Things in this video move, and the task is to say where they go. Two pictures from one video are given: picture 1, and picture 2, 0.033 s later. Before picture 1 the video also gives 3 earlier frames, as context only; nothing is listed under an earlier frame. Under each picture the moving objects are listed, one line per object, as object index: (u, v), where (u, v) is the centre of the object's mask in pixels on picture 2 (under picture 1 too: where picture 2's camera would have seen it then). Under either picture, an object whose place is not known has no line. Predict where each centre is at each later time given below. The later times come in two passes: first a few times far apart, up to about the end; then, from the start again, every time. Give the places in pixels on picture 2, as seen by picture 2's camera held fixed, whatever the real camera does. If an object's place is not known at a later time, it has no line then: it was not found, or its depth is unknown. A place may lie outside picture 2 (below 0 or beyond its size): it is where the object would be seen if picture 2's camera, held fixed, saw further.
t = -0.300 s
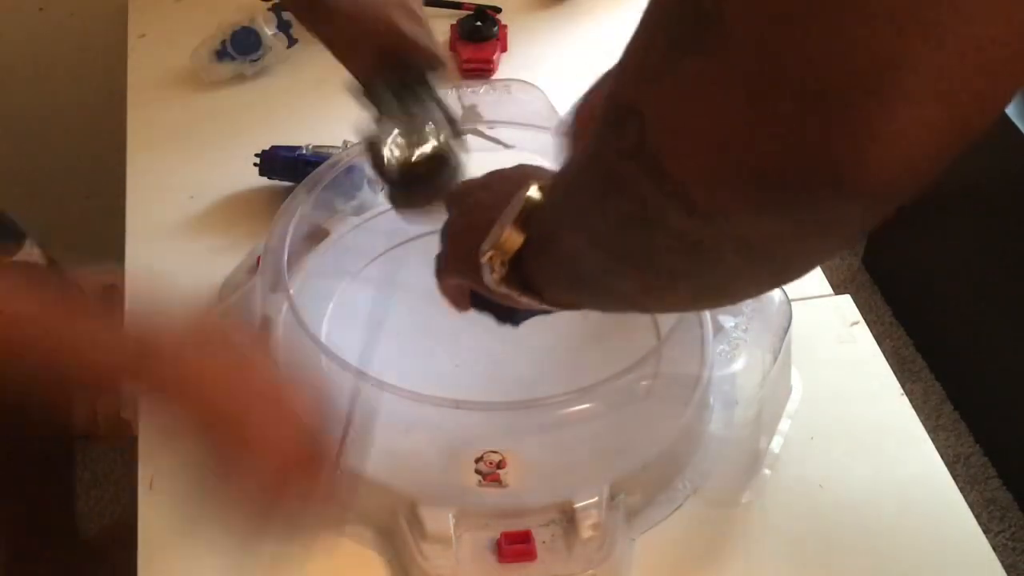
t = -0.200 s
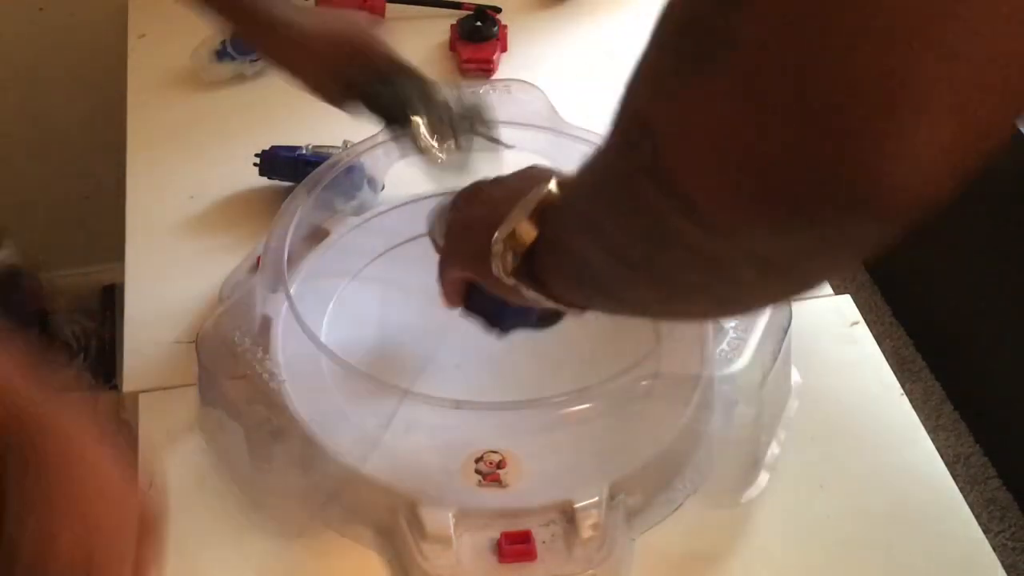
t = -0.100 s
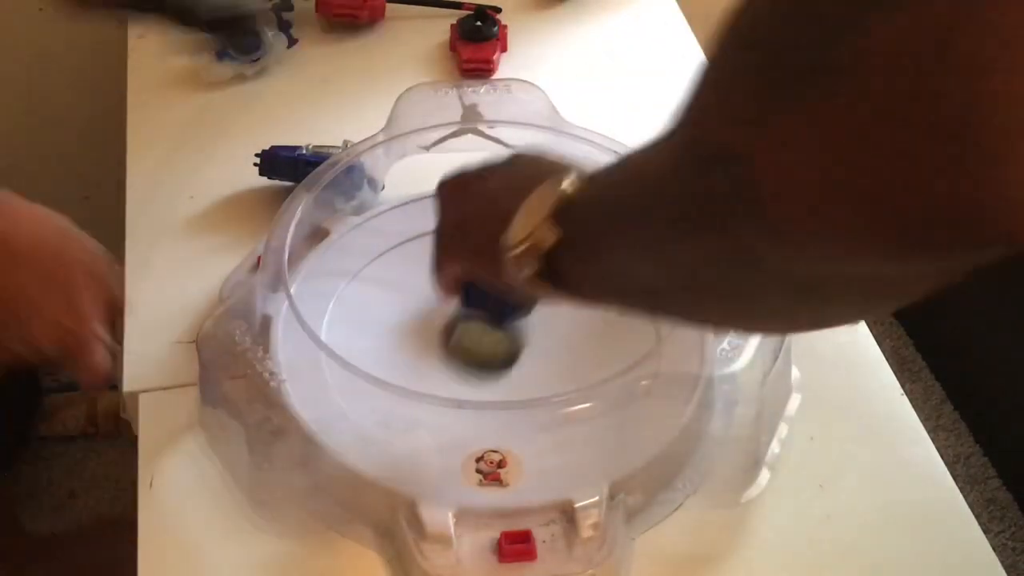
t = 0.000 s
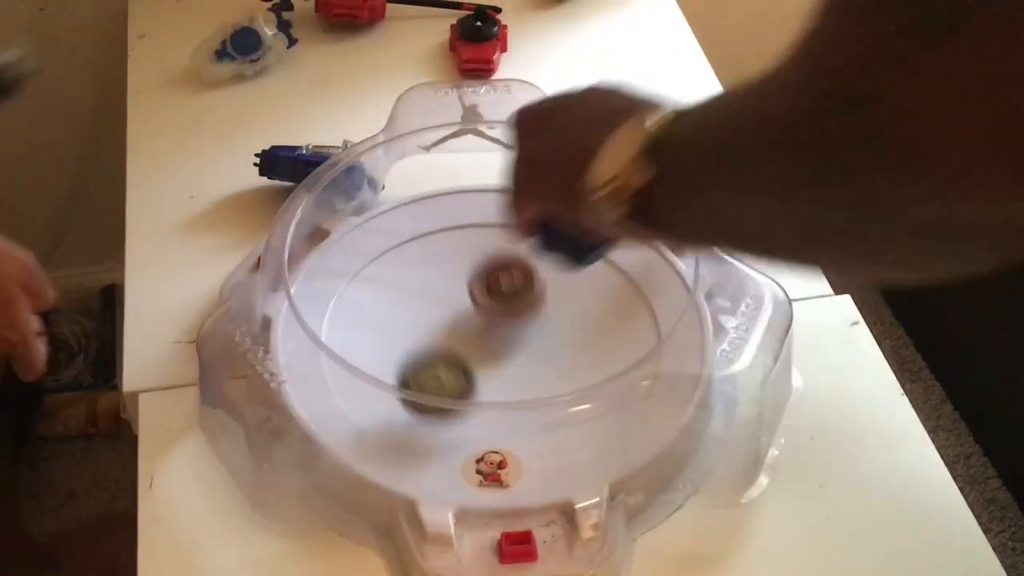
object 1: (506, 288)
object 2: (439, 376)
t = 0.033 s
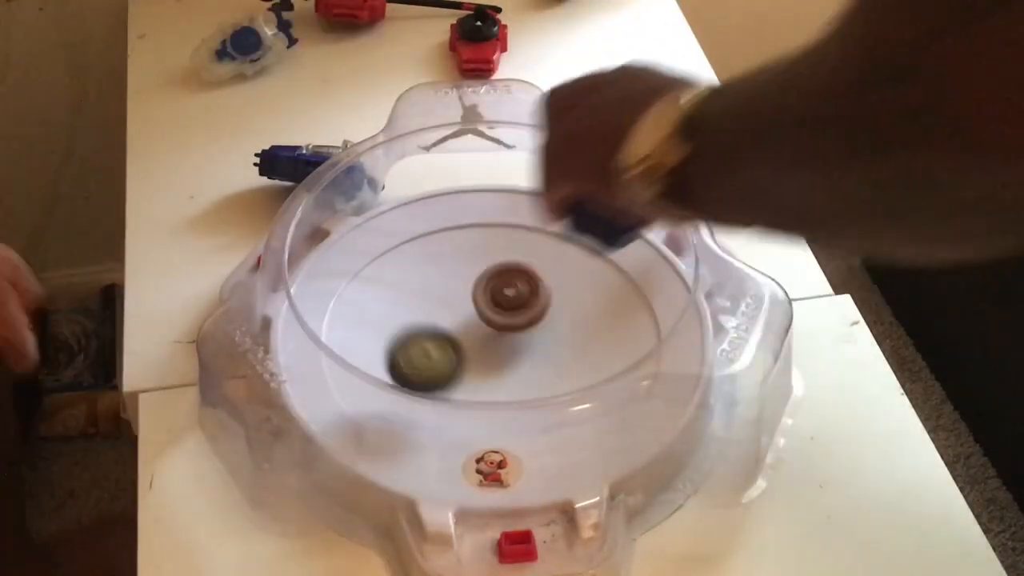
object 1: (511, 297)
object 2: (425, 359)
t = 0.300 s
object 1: (595, 341)
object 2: (413, 273)
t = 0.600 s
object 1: (588, 269)
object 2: (504, 284)
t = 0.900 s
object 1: (540, 324)
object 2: (336, 343)
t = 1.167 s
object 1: (638, 359)
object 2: (408, 333)
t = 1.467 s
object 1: (591, 271)
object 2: (493, 343)
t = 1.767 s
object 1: (507, 310)
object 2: (413, 398)
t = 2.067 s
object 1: (525, 318)
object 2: (361, 394)
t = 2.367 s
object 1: (619, 317)
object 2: (387, 292)
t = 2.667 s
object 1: (564, 272)
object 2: (494, 301)
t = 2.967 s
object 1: (530, 298)
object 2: (447, 375)
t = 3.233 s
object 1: (529, 320)
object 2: (429, 396)
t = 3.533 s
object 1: (543, 330)
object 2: (467, 361)
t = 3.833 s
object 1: (560, 312)
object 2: (460, 340)
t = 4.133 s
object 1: (568, 305)
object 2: (398, 338)
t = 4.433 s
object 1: (549, 319)
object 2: (423, 327)
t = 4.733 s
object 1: (614, 299)
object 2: (375, 304)
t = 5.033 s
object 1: (586, 319)
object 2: (379, 323)
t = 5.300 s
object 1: (570, 335)
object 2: (358, 331)
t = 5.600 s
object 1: (529, 370)
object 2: (437, 342)
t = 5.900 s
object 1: (571, 361)
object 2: (444, 343)
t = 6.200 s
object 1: (565, 336)
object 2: (470, 344)
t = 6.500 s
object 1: (570, 320)
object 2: (447, 333)
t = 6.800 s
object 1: (545, 325)
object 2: (443, 321)
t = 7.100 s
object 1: (540, 339)
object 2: (429, 309)
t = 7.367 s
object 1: (549, 339)
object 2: (410, 311)
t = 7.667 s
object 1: (531, 337)
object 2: (425, 324)
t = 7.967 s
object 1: (529, 339)
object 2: (448, 340)
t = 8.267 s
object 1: (541, 333)
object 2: (460, 346)
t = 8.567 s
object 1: (550, 325)
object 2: (465, 340)
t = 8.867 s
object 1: (545, 324)
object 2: (452, 327)
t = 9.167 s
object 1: (533, 331)
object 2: (454, 321)
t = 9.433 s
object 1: (536, 339)
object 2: (439, 320)
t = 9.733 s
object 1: (531, 337)
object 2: (436, 330)
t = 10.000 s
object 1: (536, 334)
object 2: (432, 339)
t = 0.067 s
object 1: (515, 306)
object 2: (414, 347)
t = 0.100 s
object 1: (521, 319)
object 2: (405, 345)
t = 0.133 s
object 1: (528, 329)
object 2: (398, 350)
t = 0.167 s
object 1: (538, 336)
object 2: (397, 323)
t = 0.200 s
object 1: (549, 341)
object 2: (399, 305)
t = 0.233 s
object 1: (563, 343)
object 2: (400, 298)
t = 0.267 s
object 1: (579, 344)
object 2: (405, 288)
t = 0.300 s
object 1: (595, 341)
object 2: (413, 273)
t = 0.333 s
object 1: (611, 336)
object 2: (422, 268)
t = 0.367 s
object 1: (626, 325)
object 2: (431, 265)
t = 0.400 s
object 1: (637, 314)
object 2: (444, 258)
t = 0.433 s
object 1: (644, 303)
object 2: (455, 260)
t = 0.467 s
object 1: (644, 293)
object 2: (467, 262)
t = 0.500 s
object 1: (630, 285)
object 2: (479, 264)
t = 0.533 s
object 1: (616, 278)
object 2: (490, 272)
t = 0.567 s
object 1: (600, 272)
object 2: (501, 277)
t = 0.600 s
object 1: (588, 269)
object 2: (504, 284)
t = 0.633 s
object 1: (606, 262)
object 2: (471, 295)
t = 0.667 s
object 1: (619, 258)
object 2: (441, 304)
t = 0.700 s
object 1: (614, 263)
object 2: (412, 317)
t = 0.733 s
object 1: (605, 271)
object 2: (391, 322)
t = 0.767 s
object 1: (593, 281)
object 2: (370, 331)
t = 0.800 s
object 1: (578, 291)
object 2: (358, 334)
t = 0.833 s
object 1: (564, 302)
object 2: (351, 333)
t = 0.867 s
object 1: (550, 313)
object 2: (338, 342)
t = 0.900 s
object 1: (540, 324)
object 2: (336, 343)
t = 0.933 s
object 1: (537, 336)
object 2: (337, 342)
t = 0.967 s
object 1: (540, 349)
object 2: (340, 342)
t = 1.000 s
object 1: (550, 363)
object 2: (351, 335)
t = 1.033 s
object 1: (568, 375)
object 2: (358, 336)
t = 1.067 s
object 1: (591, 381)
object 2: (367, 337)
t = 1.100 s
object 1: (617, 381)
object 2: (378, 337)
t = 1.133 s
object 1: (636, 374)
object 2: (391, 335)
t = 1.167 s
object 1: (638, 359)
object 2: (408, 333)
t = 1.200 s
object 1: (641, 351)
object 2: (424, 331)
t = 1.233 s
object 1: (637, 336)
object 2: (442, 330)
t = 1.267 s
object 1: (631, 328)
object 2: (460, 327)
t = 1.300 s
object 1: (625, 321)
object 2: (477, 326)
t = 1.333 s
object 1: (613, 312)
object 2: (492, 326)
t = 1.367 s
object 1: (599, 304)
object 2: (506, 325)
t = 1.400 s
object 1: (586, 297)
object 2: (516, 328)
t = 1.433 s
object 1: (589, 282)
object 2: (503, 335)
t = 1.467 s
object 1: (591, 271)
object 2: (493, 343)
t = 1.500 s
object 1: (587, 264)
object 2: (480, 354)
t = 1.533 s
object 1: (579, 262)
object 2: (472, 355)
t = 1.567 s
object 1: (568, 264)
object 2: (463, 363)
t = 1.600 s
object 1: (553, 270)
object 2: (457, 367)
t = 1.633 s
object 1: (535, 281)
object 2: (453, 365)
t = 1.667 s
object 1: (516, 295)
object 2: (449, 368)
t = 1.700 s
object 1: (497, 314)
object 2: (448, 369)
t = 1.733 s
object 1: (498, 315)
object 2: (434, 383)
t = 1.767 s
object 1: (507, 310)
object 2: (413, 398)
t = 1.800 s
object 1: (516, 305)
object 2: (391, 418)
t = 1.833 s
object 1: (523, 302)
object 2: (378, 426)
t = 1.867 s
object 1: (528, 301)
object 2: (366, 437)
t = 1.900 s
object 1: (532, 301)
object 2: (357, 437)
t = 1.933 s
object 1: (534, 302)
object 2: (352, 426)
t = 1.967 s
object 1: (534, 304)
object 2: (348, 422)
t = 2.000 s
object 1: (532, 308)
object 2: (349, 411)
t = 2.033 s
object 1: (529, 313)
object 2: (354, 399)
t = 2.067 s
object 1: (525, 318)
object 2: (361, 394)
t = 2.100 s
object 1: (520, 324)
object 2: (374, 383)
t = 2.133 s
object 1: (515, 327)
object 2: (392, 364)
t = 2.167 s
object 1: (510, 332)
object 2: (406, 358)
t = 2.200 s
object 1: (507, 336)
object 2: (423, 348)
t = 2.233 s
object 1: (531, 336)
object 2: (412, 335)
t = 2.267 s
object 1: (559, 333)
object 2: (400, 320)
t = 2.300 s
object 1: (586, 329)
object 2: (390, 312)
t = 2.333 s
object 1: (605, 324)
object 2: (385, 302)
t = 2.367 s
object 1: (619, 317)
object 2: (387, 292)
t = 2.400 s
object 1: (629, 306)
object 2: (391, 289)
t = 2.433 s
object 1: (634, 294)
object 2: (399, 285)
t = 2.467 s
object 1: (634, 284)
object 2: (409, 283)
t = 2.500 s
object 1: (630, 276)
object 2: (422, 284)
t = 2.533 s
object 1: (622, 270)
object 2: (436, 285)
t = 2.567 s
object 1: (610, 267)
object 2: (450, 288)
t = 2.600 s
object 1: (596, 267)
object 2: (465, 292)
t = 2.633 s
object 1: (580, 268)
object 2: (480, 296)
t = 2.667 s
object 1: (564, 272)
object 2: (494, 301)
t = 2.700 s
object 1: (566, 266)
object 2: (485, 317)
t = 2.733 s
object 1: (569, 262)
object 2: (476, 329)
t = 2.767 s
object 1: (568, 261)
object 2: (467, 342)
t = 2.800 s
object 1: (565, 263)
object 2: (458, 354)
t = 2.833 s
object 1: (560, 268)
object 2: (452, 363)
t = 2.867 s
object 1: (553, 275)
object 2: (449, 369)
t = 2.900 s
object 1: (546, 282)
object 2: (447, 372)
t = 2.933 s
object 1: (538, 290)
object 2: (446, 374)
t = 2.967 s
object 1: (530, 298)
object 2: (447, 375)
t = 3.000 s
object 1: (522, 307)
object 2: (449, 376)
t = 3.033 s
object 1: (514, 315)
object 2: (451, 375)
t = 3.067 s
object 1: (506, 323)
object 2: (456, 374)
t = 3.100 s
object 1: (505, 327)
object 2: (454, 375)
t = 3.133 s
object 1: (512, 324)
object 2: (444, 387)
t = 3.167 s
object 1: (518, 322)
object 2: (436, 393)
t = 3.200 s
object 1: (524, 321)
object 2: (432, 395)
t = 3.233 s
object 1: (529, 320)
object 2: (429, 396)
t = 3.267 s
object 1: (533, 321)
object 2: (428, 395)
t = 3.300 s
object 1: (536, 322)
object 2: (430, 393)
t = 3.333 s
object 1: (539, 325)
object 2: (433, 390)
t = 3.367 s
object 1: (541, 326)
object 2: (439, 377)
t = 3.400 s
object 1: (542, 328)
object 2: (445, 375)
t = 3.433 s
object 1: (542, 330)
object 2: (452, 372)
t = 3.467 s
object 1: (541, 332)
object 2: (459, 369)
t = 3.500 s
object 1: (539, 333)
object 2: (467, 364)
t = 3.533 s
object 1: (543, 330)
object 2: (467, 361)
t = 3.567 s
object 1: (549, 326)
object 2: (465, 357)
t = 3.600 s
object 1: (552, 323)
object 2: (466, 354)
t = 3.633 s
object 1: (553, 321)
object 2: (467, 351)
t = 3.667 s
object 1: (553, 319)
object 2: (470, 347)
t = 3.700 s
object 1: (551, 320)
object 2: (473, 344)
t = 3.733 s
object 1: (553, 318)
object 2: (471, 343)
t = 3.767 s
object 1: (559, 315)
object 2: (465, 342)
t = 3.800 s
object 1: (561, 313)
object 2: (462, 340)
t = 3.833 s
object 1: (560, 312)
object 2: (460, 340)
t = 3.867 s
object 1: (557, 313)
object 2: (460, 337)
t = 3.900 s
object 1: (552, 314)
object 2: (461, 336)
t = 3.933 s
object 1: (545, 316)
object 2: (464, 334)
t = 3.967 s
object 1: (547, 314)
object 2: (455, 334)
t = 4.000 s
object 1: (558, 310)
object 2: (437, 337)
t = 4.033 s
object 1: (566, 307)
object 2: (421, 338)
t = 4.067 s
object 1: (570, 305)
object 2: (410, 339)
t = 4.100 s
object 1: (570, 305)
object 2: (402, 339)
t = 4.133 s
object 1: (568, 305)
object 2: (398, 338)
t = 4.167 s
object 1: (565, 306)
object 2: (397, 337)
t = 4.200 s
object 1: (561, 307)
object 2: (399, 335)
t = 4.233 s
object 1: (555, 308)
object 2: (404, 333)
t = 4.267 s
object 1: (550, 311)
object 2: (410, 332)
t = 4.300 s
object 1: (544, 312)
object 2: (418, 330)
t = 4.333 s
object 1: (537, 315)
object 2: (427, 329)
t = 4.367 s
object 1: (531, 318)
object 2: (436, 328)
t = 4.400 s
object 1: (526, 320)
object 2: (445, 326)
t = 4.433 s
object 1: (549, 319)
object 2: (423, 327)
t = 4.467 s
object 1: (576, 317)
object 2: (400, 323)
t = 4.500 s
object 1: (597, 316)
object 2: (382, 318)
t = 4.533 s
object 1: (614, 314)
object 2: (369, 316)
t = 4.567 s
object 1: (625, 312)
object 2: (361, 312)
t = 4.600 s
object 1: (630, 309)
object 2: (358, 309)
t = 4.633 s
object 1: (632, 306)
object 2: (358, 307)
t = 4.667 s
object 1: (630, 302)
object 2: (361, 305)
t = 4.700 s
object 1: (624, 300)
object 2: (367, 304)
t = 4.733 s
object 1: (614, 299)
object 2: (375, 304)
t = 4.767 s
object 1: (602, 299)
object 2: (385, 305)
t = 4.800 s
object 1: (587, 300)
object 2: (397, 306)
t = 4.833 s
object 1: (572, 301)
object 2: (410, 307)
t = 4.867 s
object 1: (557, 304)
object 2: (423, 310)
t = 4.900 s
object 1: (541, 307)
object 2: (438, 313)
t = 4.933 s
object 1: (531, 312)
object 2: (447, 316)
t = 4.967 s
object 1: (551, 314)
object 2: (420, 321)
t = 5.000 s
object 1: (571, 316)
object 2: (396, 325)
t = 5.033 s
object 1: (586, 319)
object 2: (379, 323)
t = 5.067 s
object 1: (595, 322)
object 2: (363, 327)
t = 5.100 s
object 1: (601, 324)
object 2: (354, 326)
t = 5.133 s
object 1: (601, 326)
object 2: (348, 324)
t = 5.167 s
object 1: (599, 329)
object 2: (346, 325)
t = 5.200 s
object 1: (594, 330)
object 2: (345, 325)
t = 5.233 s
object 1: (588, 332)
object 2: (347, 327)
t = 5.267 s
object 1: (580, 334)
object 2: (351, 328)
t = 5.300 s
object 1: (570, 335)
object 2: (358, 331)
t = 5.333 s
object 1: (560, 336)
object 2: (366, 333)
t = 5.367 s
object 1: (550, 337)
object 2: (377, 335)
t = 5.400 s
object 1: (540, 338)
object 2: (389, 337)
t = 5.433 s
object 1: (530, 342)
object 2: (404, 339)
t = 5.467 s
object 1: (520, 348)
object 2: (419, 340)
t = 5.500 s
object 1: (513, 356)
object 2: (433, 342)
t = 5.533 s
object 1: (519, 362)
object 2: (434, 344)
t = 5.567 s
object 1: (525, 368)
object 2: (435, 341)
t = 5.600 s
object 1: (529, 370)
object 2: (437, 342)
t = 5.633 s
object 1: (531, 371)
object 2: (441, 345)
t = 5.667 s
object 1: (532, 371)
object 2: (446, 345)
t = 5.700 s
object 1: (531, 371)
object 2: (452, 348)
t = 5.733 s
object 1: (533, 370)
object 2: (455, 350)
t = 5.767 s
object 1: (549, 369)
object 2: (447, 348)
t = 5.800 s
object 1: (559, 368)
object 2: (442, 344)
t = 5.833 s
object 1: (566, 366)
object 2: (440, 345)
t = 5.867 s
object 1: (570, 363)
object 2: (441, 343)
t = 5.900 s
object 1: (571, 361)
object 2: (444, 343)
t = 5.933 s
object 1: (569, 359)
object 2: (449, 343)
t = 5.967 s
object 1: (566, 357)
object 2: (456, 343)
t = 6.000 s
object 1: (561, 353)
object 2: (463, 345)
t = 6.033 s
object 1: (556, 351)
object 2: (471, 346)
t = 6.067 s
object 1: (559, 348)
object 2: (470, 347)
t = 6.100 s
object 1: (564, 344)
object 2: (466, 346)
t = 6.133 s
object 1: (567, 341)
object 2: (465, 345)
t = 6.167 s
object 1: (567, 339)
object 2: (466, 346)
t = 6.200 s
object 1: (565, 336)
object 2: (470, 344)
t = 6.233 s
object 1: (561, 335)
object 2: (474, 344)
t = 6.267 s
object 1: (559, 333)
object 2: (476, 344)
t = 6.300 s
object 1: (571, 329)
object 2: (463, 345)
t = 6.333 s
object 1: (581, 325)
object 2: (454, 341)
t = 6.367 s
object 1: (585, 322)
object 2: (447, 341)
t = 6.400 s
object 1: (585, 320)
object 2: (443, 340)
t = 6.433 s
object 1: (581, 319)
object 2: (443, 337)
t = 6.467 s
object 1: (576, 320)
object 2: (444, 336)
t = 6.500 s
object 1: (570, 320)
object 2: (447, 333)
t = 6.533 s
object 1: (563, 320)
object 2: (452, 331)
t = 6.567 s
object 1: (556, 320)
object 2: (457, 330)
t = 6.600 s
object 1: (548, 322)
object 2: (462, 328)
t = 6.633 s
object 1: (544, 322)
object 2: (463, 326)
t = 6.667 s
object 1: (548, 322)
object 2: (454, 326)
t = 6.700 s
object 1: (550, 322)
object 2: (447, 324)
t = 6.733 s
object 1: (550, 322)
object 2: (444, 323)
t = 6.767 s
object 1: (548, 324)
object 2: (442, 322)
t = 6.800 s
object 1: (545, 325)
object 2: (443, 321)
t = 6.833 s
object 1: (540, 327)
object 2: (444, 320)
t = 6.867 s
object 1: (535, 328)
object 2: (447, 319)
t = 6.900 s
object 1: (529, 329)
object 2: (450, 319)
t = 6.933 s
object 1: (532, 332)
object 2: (443, 318)
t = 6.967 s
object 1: (538, 335)
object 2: (436, 314)
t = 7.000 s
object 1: (541, 337)
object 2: (431, 310)
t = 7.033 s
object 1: (542, 338)
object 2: (429, 310)
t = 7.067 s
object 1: (542, 339)
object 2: (428, 309)
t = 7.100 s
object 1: (540, 339)
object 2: (429, 309)
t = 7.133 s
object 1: (537, 339)
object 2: (430, 309)
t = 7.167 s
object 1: (534, 338)
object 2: (433, 310)
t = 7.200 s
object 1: (530, 337)
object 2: (435, 312)
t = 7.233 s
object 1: (525, 336)
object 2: (439, 314)
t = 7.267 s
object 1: (520, 335)
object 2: (442, 316)
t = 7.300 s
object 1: (530, 336)
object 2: (431, 315)
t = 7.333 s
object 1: (541, 338)
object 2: (419, 313)
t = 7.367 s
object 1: (549, 339)
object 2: (410, 311)
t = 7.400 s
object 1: (554, 340)
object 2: (405, 311)
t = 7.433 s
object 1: (556, 340)
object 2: (402, 310)
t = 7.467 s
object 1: (556, 340)
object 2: (402, 311)
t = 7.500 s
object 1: (554, 340)
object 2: (403, 313)
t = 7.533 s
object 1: (551, 340)
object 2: (405, 314)
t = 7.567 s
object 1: (546, 339)
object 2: (409, 316)
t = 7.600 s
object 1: (541, 339)
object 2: (414, 319)
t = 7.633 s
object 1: (536, 337)
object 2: (419, 321)
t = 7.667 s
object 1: (531, 337)
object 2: (425, 324)
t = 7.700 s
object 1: (527, 337)
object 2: (432, 327)
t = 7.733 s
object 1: (522, 336)
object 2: (438, 330)
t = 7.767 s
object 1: (523, 336)
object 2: (439, 332)
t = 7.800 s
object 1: (525, 337)
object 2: (440, 334)
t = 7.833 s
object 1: (526, 338)
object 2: (442, 334)
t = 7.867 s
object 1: (526, 339)
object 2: (444, 337)
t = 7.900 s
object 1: (528, 339)
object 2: (445, 338)
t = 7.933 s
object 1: (530, 339)
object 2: (446, 339)
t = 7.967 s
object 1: (529, 339)
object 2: (448, 340)
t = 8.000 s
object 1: (531, 339)
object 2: (448, 342)
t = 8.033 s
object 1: (532, 339)
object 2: (449, 342)
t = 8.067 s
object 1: (534, 339)
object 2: (450, 344)
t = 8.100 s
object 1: (537, 339)
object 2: (449, 344)
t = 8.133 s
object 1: (538, 338)
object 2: (450, 343)
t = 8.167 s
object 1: (538, 338)
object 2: (454, 345)
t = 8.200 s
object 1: (538, 337)
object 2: (457, 345)
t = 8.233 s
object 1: (540, 335)
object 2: (458, 345)
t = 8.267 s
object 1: (541, 333)
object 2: (460, 346)
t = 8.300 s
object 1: (543, 332)
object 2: (461, 346)
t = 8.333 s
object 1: (543, 331)
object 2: (463, 345)
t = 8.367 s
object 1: (545, 330)
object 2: (464, 345)
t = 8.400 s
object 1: (545, 329)
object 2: (466, 345)
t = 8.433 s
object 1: (550, 327)
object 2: (463, 345)
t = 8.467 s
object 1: (553, 326)
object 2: (461, 344)
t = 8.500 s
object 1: (553, 325)
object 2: (461, 343)
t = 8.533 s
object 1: (552, 325)
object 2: (463, 342)
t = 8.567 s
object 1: (550, 325)
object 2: (465, 340)
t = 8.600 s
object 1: (547, 324)
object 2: (468, 339)
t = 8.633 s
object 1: (549, 324)
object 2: (464, 337)
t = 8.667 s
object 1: (554, 323)
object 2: (456, 336)
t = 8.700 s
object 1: (556, 323)
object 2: (451, 334)
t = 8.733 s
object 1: (556, 323)
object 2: (448, 333)
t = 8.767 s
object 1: (554, 323)
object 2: (447, 331)
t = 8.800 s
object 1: (552, 323)
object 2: (448, 330)
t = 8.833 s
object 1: (548, 323)
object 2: (449, 328)
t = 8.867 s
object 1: (545, 324)
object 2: (452, 327)
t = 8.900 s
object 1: (540, 324)
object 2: (455, 326)
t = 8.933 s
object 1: (536, 325)
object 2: (457, 326)
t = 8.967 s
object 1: (536, 326)
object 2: (456, 325)
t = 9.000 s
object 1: (536, 326)
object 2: (455, 324)
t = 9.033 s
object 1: (535, 327)
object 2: (455, 323)
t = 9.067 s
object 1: (535, 328)
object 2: (455, 322)
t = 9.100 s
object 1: (534, 329)
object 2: (455, 322)
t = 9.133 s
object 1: (534, 330)
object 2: (454, 321)
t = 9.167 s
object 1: (533, 331)
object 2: (454, 321)
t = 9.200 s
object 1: (533, 332)
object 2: (454, 321)
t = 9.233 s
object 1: (533, 333)
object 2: (452, 320)
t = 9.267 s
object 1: (532, 334)
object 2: (451, 320)
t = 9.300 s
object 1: (531, 334)
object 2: (451, 321)
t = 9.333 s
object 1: (530, 335)
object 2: (451, 321)
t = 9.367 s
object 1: (530, 336)
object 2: (449, 322)
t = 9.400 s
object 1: (534, 338)
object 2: (443, 321)
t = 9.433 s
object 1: (536, 339)
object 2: (439, 320)
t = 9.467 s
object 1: (536, 339)
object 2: (437, 320)
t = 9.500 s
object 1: (535, 340)
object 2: (436, 320)
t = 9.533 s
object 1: (534, 339)
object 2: (436, 321)
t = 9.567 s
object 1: (532, 339)
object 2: (437, 322)
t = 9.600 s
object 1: (530, 339)
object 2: (438, 324)
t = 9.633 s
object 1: (527, 338)
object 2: (440, 325)
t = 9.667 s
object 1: (524, 338)
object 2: (442, 327)
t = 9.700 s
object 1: (528, 337)
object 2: (439, 329)
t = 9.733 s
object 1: (531, 337)
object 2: (436, 330)
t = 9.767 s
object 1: (532, 337)
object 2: (436, 330)
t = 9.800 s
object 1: (532, 336)
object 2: (437, 332)
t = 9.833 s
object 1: (532, 336)
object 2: (438, 332)
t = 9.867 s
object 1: (530, 336)
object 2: (440, 334)
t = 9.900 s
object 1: (527, 336)
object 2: (442, 335)
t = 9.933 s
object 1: (525, 336)
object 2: (444, 336)
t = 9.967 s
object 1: (526, 335)
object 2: (442, 339)
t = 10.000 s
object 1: (536, 334)
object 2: (432, 339)
